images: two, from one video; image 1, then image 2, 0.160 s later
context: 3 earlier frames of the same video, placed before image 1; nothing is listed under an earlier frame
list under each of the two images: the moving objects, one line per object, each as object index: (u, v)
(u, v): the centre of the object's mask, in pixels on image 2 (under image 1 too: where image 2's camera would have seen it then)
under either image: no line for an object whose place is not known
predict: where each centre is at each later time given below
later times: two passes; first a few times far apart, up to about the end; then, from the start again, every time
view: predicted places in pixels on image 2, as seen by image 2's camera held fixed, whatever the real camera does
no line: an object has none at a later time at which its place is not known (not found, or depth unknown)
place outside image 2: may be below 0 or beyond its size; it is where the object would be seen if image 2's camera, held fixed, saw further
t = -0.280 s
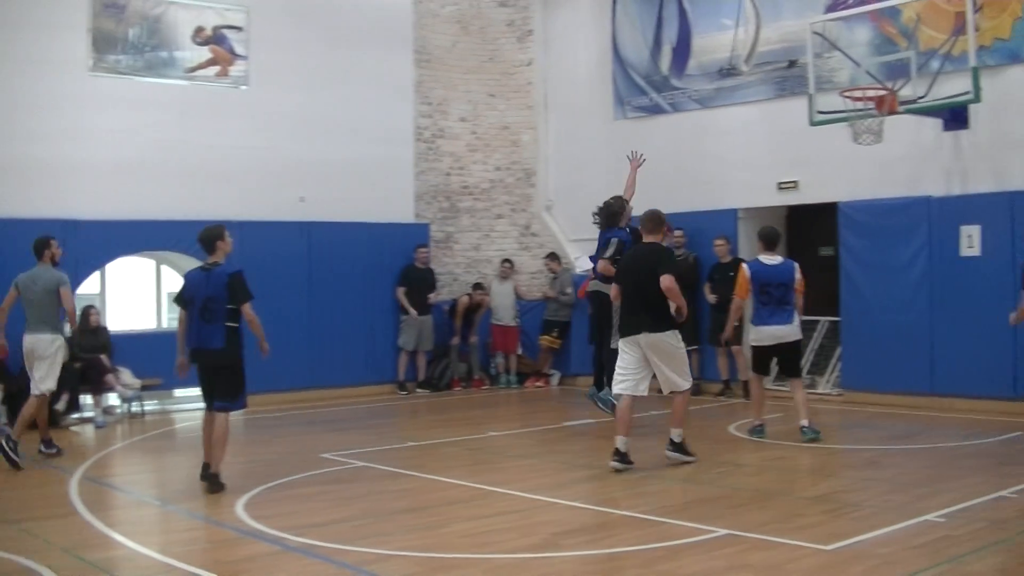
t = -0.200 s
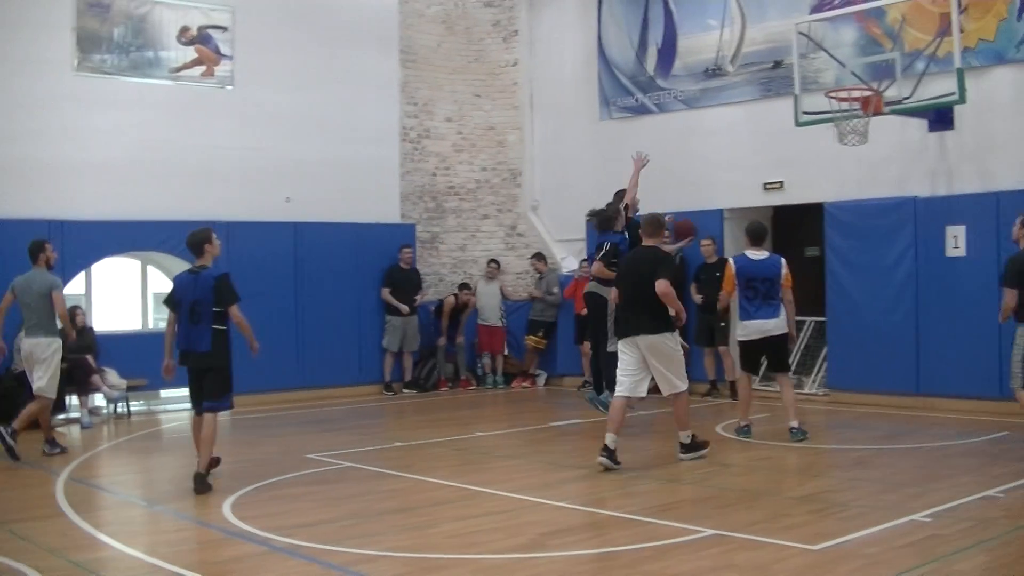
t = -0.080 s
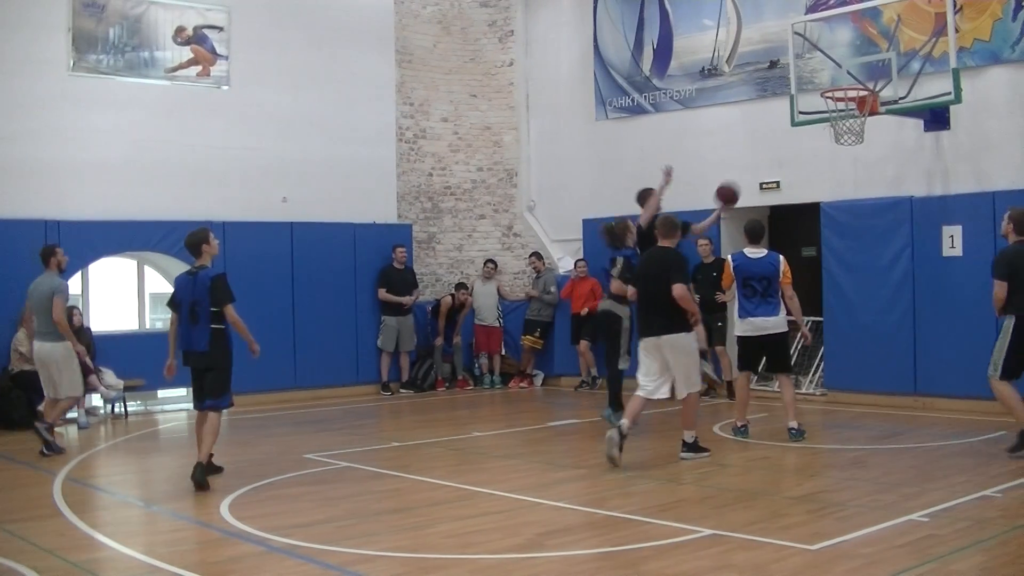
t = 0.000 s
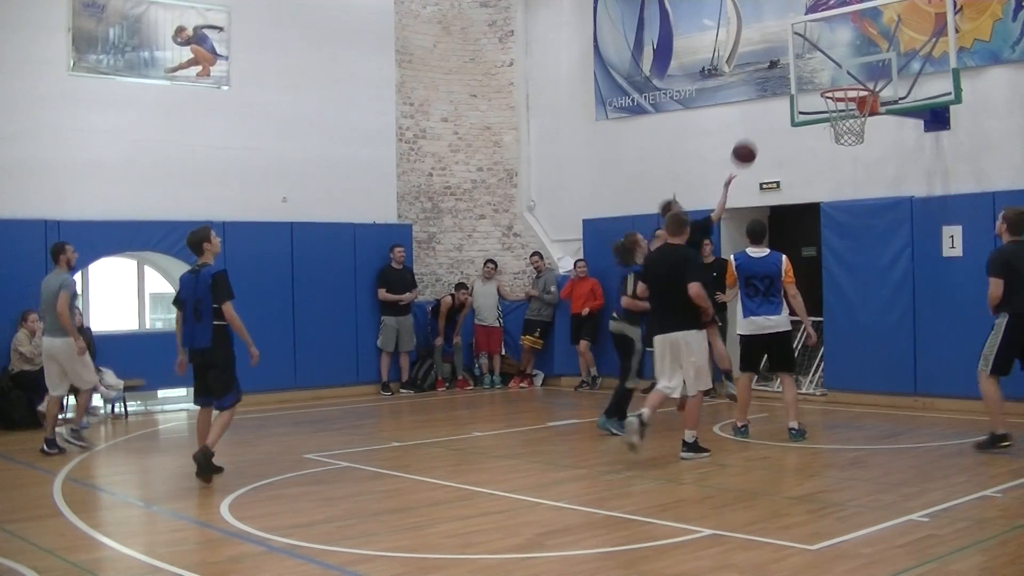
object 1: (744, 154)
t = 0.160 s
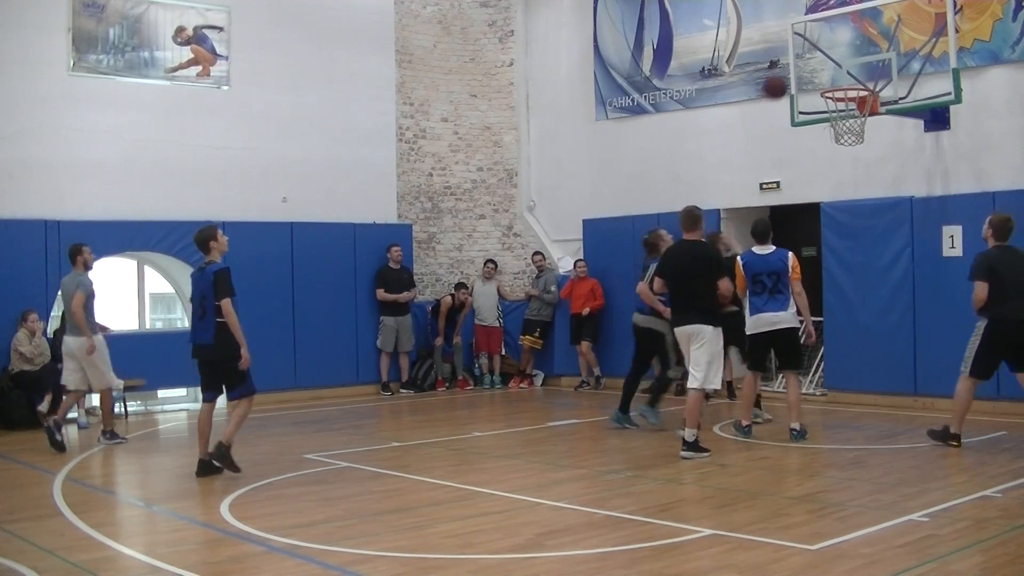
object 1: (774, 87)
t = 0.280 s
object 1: (798, 54)
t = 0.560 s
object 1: (857, 31)
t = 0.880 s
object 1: (902, 85)
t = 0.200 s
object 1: (782, 74)
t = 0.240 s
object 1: (790, 63)
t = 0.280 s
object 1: (798, 54)
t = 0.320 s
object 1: (806, 46)
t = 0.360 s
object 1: (815, 39)
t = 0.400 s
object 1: (823, 34)
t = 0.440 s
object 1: (831, 31)
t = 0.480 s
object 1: (840, 30)
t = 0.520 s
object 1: (848, 29)
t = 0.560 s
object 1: (857, 31)
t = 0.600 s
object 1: (865, 34)
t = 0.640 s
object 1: (874, 39)
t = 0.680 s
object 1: (882, 45)
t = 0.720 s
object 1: (886, 49)
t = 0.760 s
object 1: (890, 55)
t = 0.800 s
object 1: (894, 64)
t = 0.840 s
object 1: (898, 73)
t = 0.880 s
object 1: (902, 85)
